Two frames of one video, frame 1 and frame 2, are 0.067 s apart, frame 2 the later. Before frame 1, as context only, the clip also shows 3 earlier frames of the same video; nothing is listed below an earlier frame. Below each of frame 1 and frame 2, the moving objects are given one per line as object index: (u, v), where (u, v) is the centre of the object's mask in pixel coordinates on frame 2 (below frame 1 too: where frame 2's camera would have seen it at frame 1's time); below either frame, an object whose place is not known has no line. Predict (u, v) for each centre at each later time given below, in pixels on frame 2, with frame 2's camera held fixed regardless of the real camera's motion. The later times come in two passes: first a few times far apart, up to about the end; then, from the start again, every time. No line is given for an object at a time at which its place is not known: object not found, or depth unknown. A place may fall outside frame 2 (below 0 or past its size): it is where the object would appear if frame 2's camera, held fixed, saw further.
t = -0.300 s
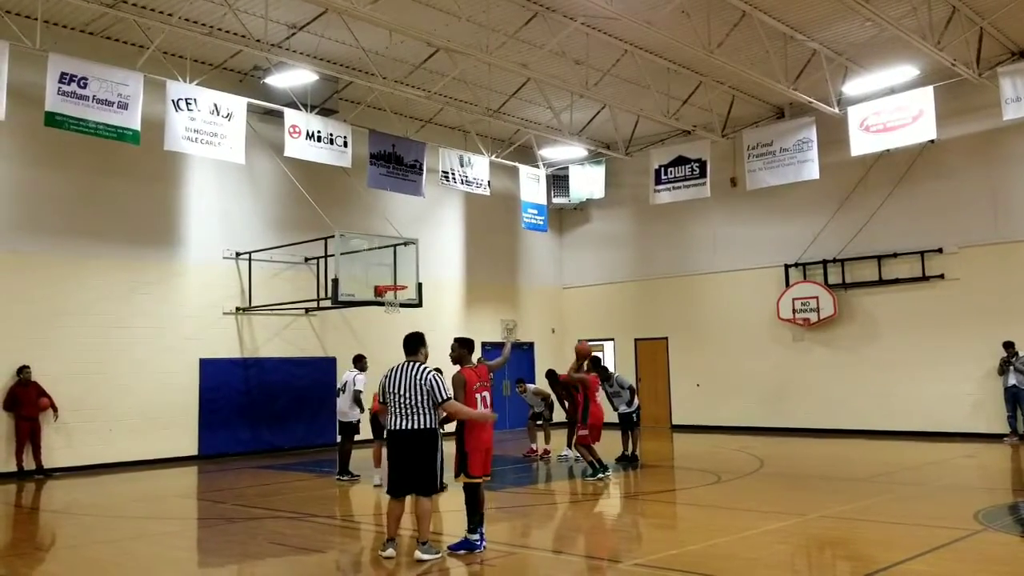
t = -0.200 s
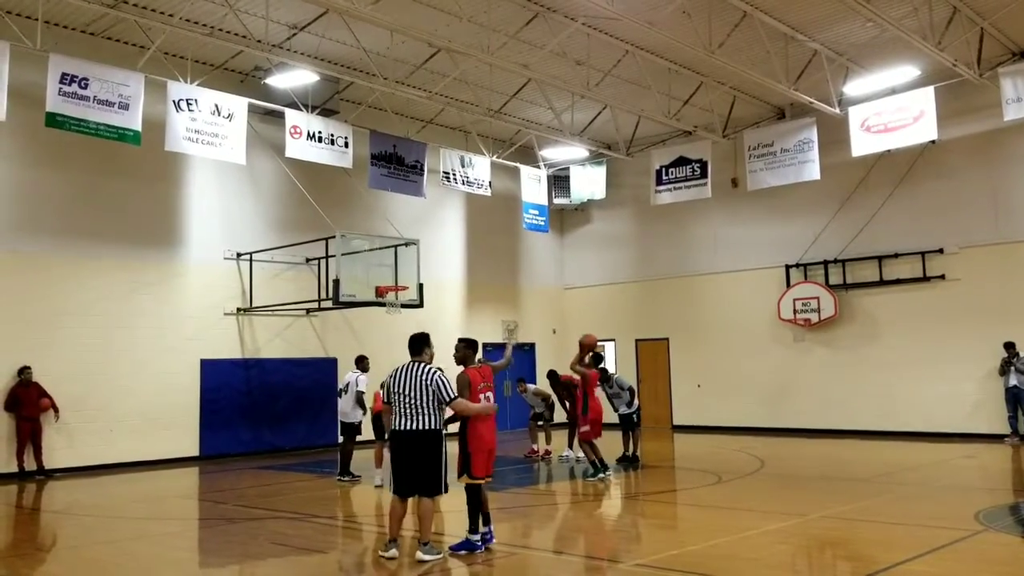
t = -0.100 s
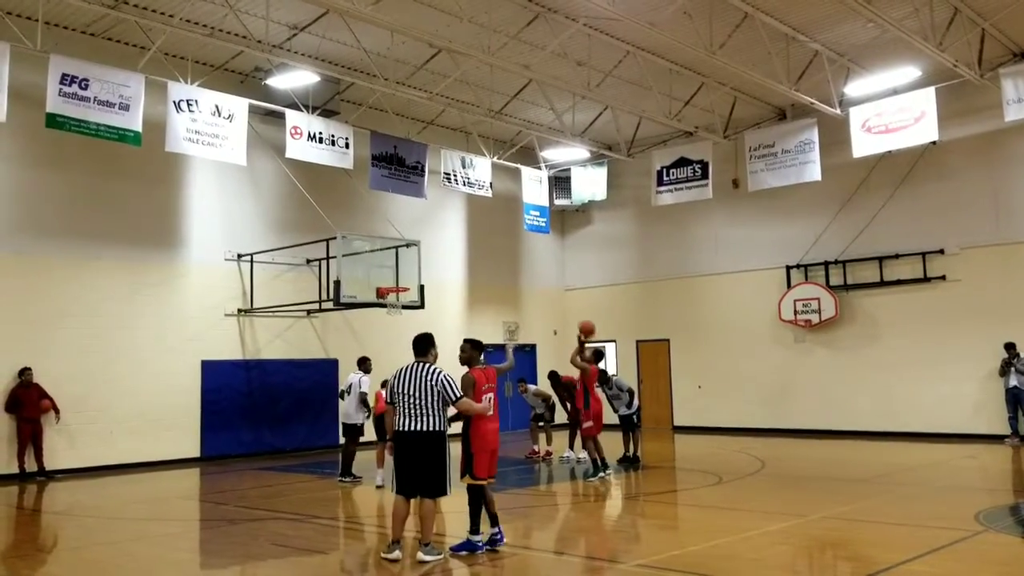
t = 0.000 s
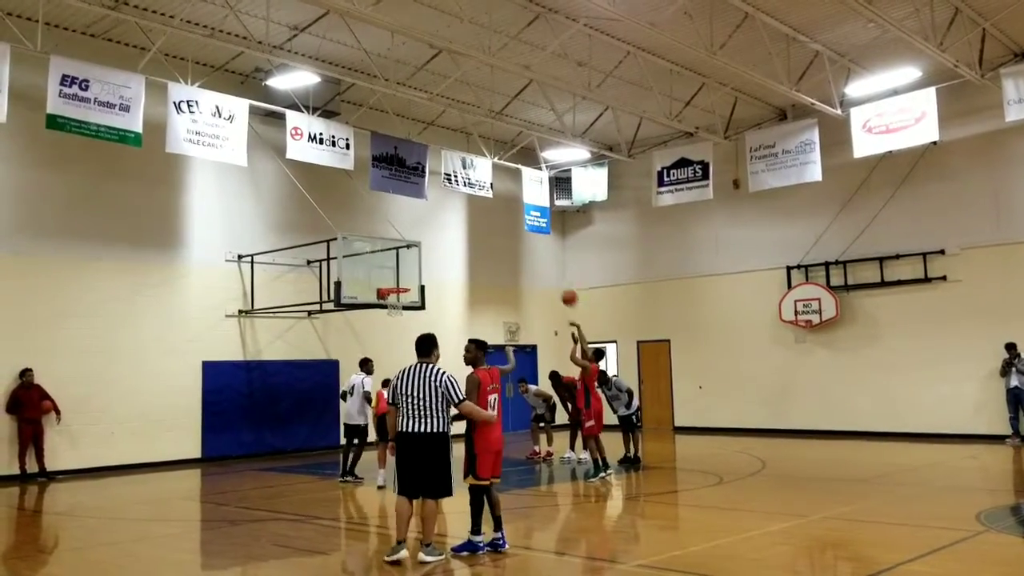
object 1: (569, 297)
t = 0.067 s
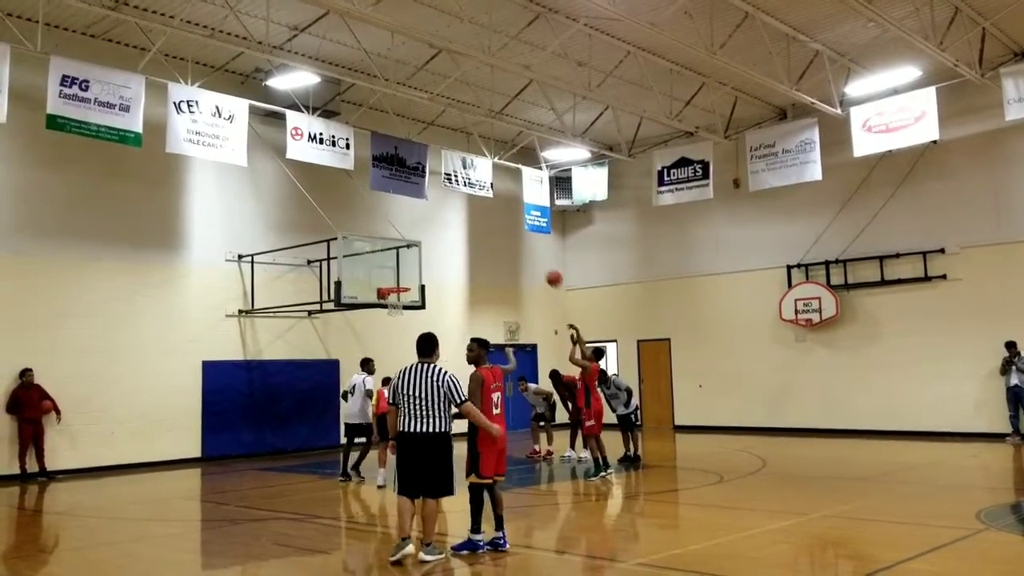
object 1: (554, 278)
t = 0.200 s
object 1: (524, 251)
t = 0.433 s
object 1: (477, 231)
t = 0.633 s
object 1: (441, 239)
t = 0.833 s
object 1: (409, 269)
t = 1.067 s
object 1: (388, 306)
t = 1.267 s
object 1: (395, 335)
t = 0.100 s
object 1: (546, 270)
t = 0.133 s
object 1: (538, 263)
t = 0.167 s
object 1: (531, 256)
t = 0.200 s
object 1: (524, 251)
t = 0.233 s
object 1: (517, 246)
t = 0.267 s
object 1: (510, 242)
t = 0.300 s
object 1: (503, 238)
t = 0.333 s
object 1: (497, 235)
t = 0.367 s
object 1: (490, 233)
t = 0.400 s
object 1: (483, 231)
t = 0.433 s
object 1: (477, 231)
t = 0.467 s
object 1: (471, 231)
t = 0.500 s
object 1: (464, 231)
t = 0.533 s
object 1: (459, 232)
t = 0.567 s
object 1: (453, 233)
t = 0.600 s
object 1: (447, 236)
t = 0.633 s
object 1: (441, 239)
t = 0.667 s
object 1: (436, 242)
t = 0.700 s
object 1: (430, 247)
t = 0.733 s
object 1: (425, 252)
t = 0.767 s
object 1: (419, 257)
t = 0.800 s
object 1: (414, 263)
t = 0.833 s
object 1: (409, 269)
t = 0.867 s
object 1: (405, 276)
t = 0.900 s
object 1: (399, 284)
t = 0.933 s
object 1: (395, 293)
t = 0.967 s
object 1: (389, 296)
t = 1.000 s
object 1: (388, 303)
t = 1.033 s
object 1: (388, 304)
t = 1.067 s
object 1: (388, 306)
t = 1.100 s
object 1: (389, 309)
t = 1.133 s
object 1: (391, 313)
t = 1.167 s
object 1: (392, 318)
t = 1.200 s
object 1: (393, 323)
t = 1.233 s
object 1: (394, 329)
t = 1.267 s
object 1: (395, 335)
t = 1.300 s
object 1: (396, 343)
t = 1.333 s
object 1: (398, 351)
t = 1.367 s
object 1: (399, 358)
